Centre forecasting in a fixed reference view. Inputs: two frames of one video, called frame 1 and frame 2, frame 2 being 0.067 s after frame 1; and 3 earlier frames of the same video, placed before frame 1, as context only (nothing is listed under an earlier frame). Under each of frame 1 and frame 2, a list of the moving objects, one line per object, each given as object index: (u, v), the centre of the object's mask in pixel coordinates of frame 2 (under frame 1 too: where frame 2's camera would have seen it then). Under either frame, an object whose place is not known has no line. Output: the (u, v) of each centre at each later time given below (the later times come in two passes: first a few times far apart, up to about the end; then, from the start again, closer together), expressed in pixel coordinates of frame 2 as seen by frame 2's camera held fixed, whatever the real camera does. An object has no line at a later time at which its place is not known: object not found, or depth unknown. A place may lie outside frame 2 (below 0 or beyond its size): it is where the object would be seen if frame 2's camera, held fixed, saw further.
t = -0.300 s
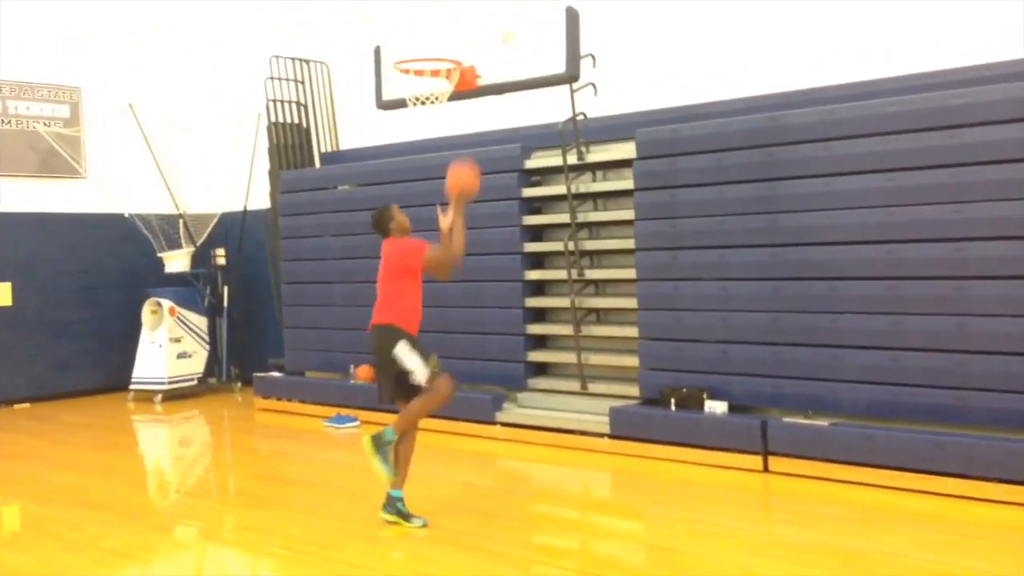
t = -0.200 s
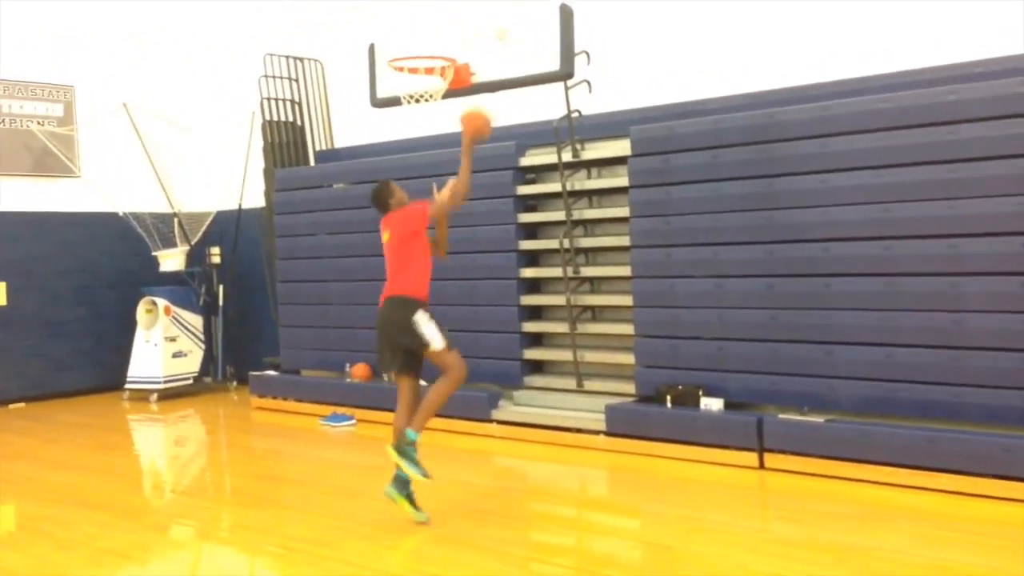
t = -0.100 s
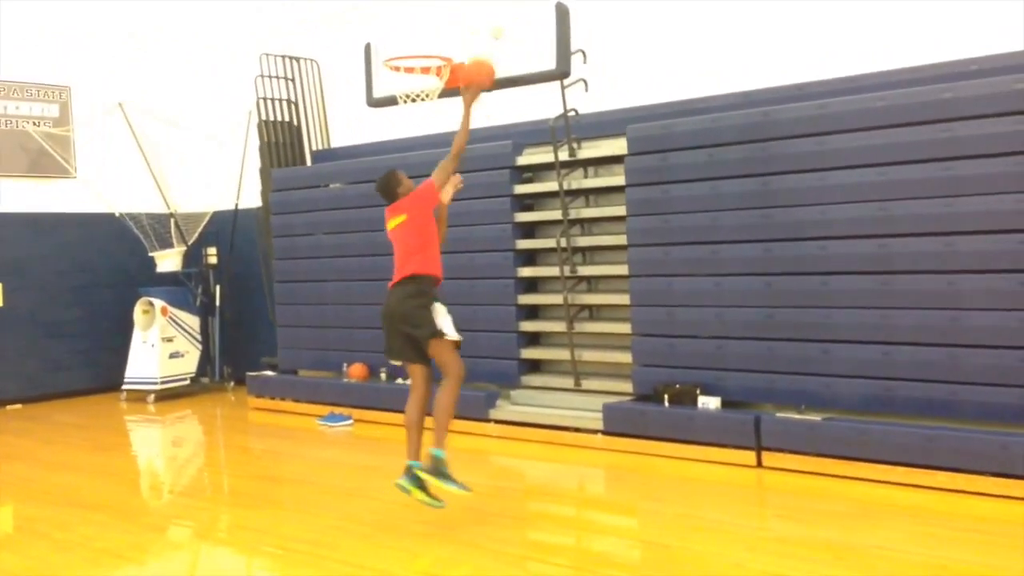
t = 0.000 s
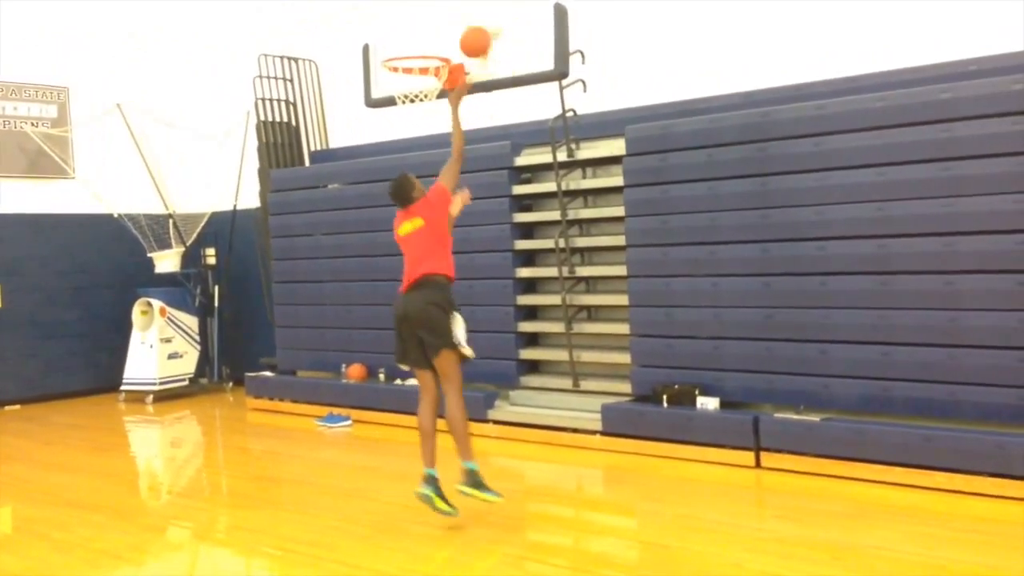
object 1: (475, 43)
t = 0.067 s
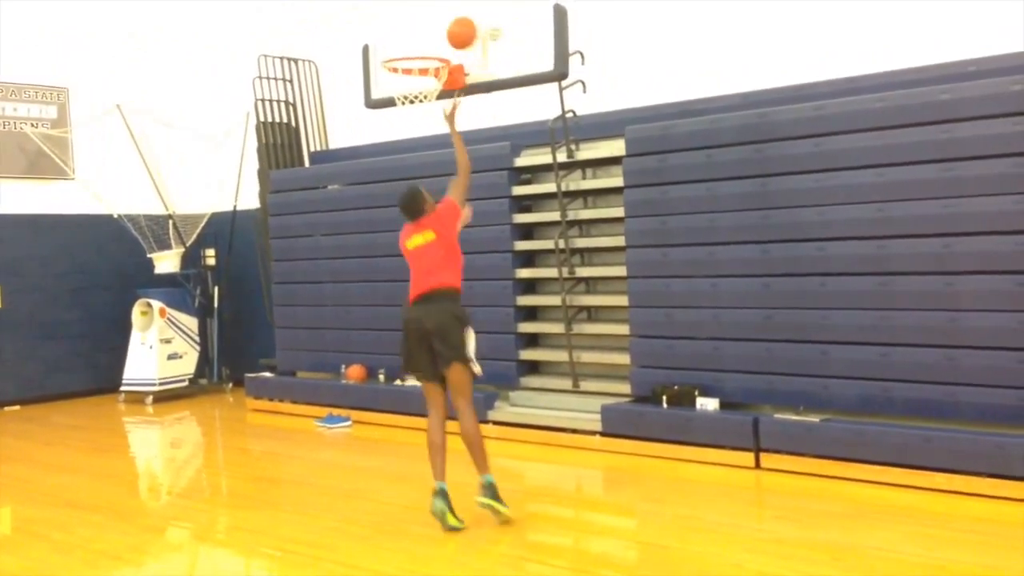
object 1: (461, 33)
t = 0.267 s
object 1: (421, 42)
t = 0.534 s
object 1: (416, 139)
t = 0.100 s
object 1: (455, 30)
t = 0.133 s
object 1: (447, 29)
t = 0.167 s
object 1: (441, 30)
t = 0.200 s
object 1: (434, 33)
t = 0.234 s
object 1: (428, 37)
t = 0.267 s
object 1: (421, 42)
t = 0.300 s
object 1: (415, 50)
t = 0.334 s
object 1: (410, 60)
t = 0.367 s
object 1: (409, 68)
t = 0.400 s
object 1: (411, 78)
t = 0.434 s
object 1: (411, 91)
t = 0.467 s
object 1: (413, 102)
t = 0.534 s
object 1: (416, 139)
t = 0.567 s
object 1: (417, 156)
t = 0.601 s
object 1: (419, 172)
